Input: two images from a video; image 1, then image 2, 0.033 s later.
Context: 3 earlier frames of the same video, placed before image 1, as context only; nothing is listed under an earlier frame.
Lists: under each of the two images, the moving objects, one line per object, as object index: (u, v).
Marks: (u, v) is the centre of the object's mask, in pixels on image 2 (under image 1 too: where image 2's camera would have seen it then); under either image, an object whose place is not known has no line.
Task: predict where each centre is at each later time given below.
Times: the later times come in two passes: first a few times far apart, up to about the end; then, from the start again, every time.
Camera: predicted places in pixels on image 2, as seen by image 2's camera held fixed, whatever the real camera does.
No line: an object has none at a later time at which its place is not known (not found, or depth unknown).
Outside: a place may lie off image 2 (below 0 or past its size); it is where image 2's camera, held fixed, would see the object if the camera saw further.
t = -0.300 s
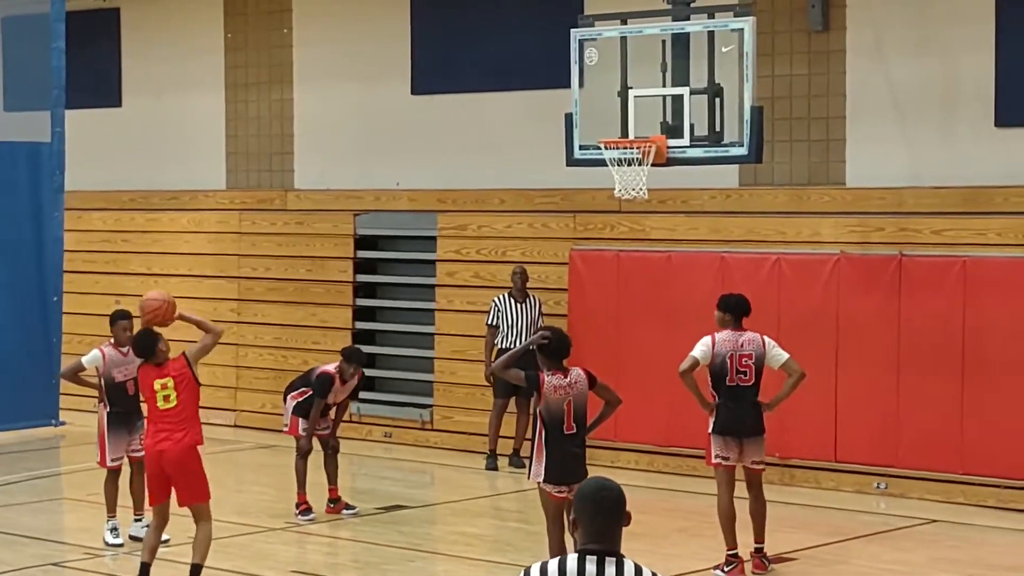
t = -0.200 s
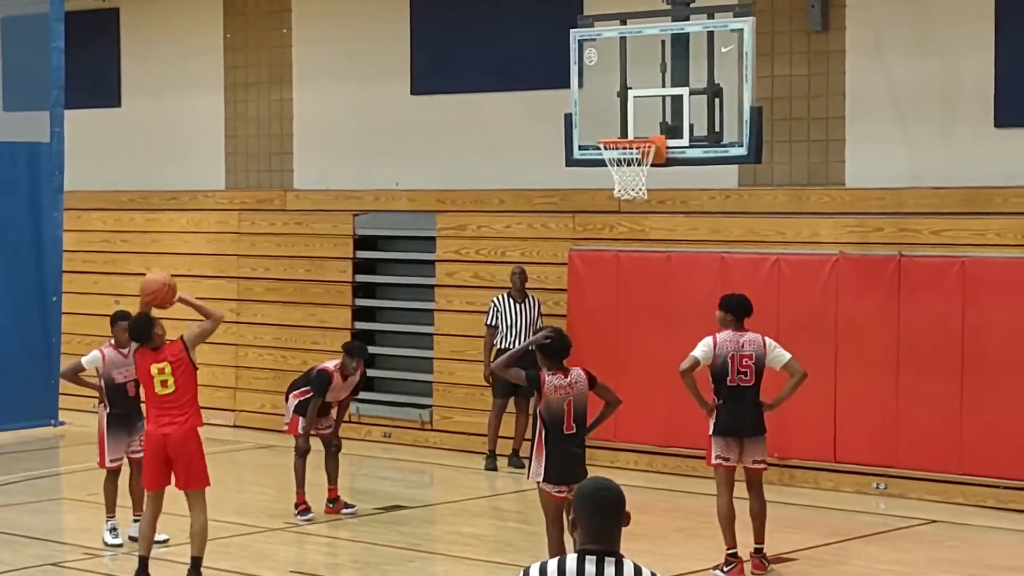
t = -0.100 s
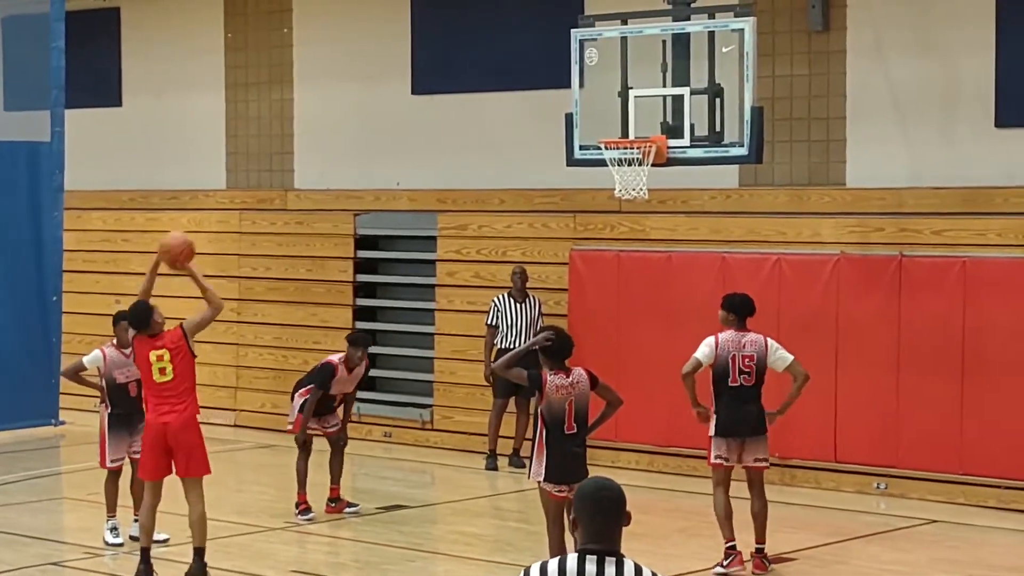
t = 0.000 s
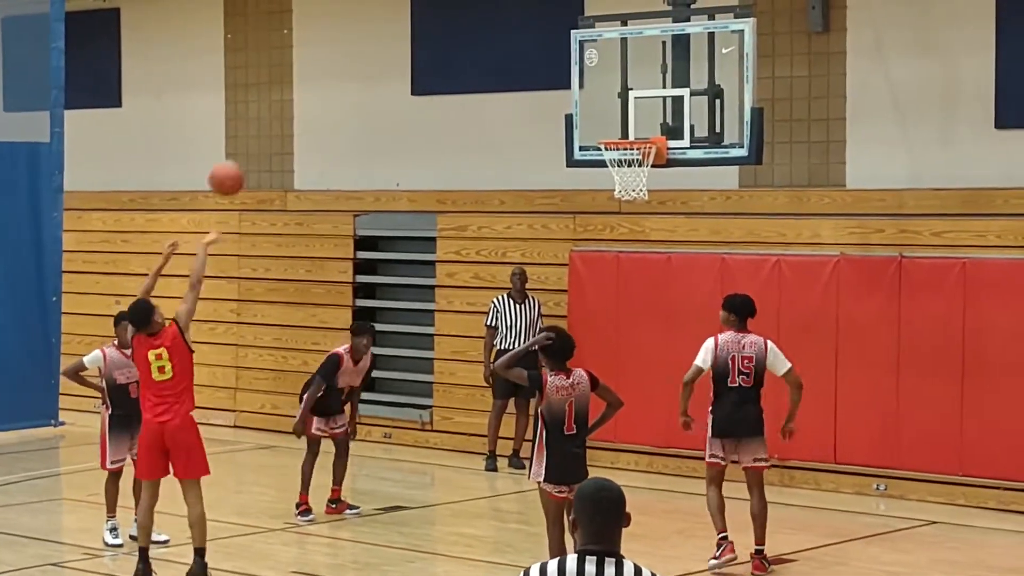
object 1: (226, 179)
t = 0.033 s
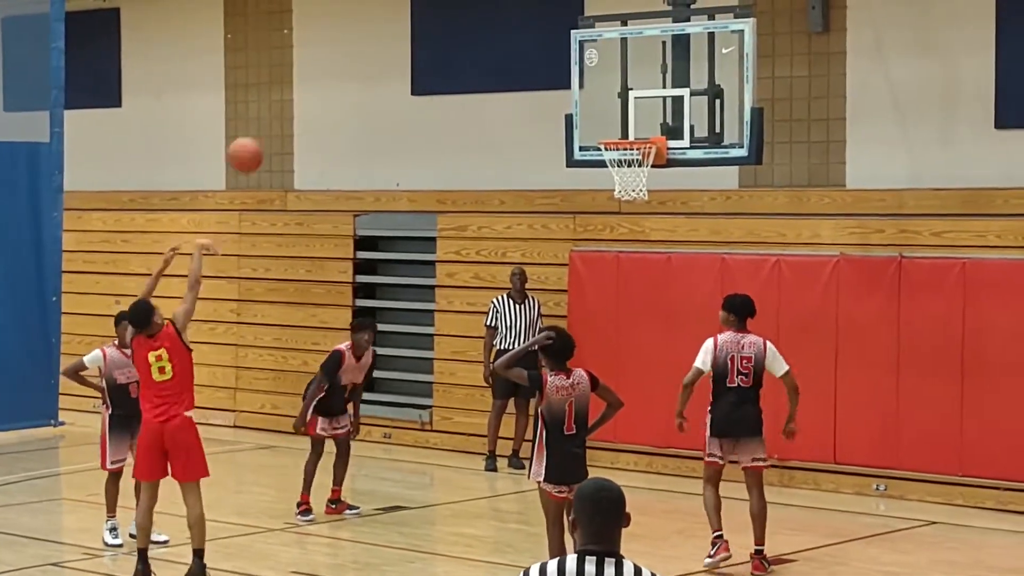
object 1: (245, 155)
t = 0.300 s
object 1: (388, 37)
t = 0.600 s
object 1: (531, 29)
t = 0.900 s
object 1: (655, 128)
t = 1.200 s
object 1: (637, 51)
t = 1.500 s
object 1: (607, 87)
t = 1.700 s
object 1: (586, 173)
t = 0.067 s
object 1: (264, 134)
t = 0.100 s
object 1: (282, 115)
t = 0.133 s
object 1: (301, 98)
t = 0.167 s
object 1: (319, 83)
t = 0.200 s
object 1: (337, 69)
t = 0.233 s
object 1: (354, 56)
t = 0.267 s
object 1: (371, 47)
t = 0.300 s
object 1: (388, 37)
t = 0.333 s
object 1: (405, 30)
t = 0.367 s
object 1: (421, 25)
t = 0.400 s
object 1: (438, 21)
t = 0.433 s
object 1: (454, 18)
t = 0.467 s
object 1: (470, 17)
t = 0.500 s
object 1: (485, 18)
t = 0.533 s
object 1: (501, 20)
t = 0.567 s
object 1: (516, 23)
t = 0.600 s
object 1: (531, 29)
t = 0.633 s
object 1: (545, 35)
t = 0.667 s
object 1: (559, 43)
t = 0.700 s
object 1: (573, 52)
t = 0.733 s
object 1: (589, 62)
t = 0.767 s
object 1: (603, 73)
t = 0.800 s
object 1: (616, 85)
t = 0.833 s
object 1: (630, 99)
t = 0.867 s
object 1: (643, 115)
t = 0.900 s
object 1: (655, 128)
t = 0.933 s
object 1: (658, 113)
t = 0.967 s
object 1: (660, 99)
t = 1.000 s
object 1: (657, 89)
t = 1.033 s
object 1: (653, 78)
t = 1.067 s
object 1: (650, 71)
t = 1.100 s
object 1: (647, 64)
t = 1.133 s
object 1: (643, 58)
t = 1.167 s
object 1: (640, 54)
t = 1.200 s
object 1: (637, 51)
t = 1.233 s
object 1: (634, 49)
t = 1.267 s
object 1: (630, 49)
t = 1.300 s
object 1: (627, 50)
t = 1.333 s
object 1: (624, 52)
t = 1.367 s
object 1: (621, 56)
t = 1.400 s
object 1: (617, 62)
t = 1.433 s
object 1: (613, 68)
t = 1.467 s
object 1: (610, 76)
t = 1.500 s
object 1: (607, 87)
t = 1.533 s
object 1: (604, 97)
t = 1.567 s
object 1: (600, 109)
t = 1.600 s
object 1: (597, 123)
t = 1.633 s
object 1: (593, 138)
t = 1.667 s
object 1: (589, 155)
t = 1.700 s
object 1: (586, 173)
